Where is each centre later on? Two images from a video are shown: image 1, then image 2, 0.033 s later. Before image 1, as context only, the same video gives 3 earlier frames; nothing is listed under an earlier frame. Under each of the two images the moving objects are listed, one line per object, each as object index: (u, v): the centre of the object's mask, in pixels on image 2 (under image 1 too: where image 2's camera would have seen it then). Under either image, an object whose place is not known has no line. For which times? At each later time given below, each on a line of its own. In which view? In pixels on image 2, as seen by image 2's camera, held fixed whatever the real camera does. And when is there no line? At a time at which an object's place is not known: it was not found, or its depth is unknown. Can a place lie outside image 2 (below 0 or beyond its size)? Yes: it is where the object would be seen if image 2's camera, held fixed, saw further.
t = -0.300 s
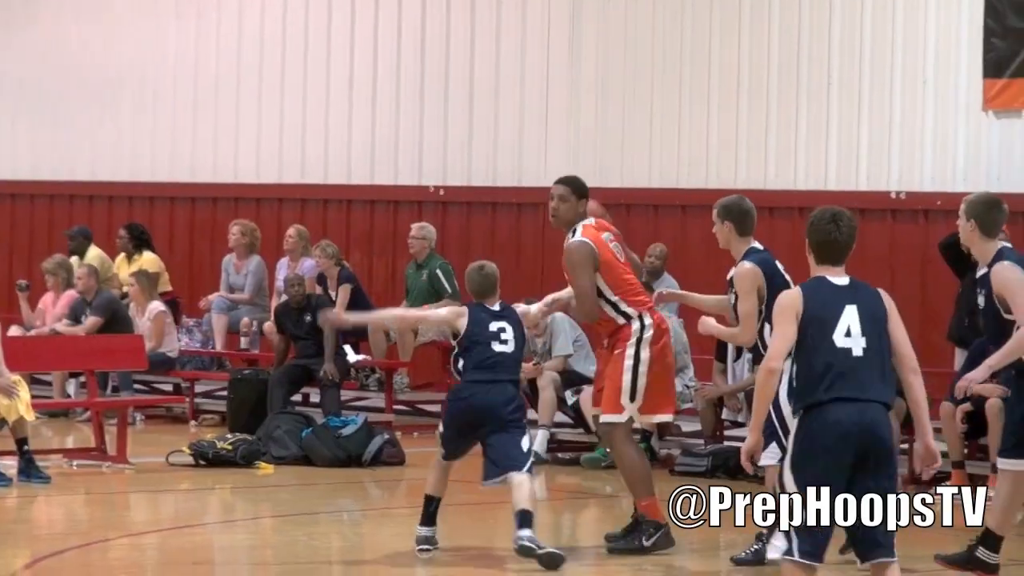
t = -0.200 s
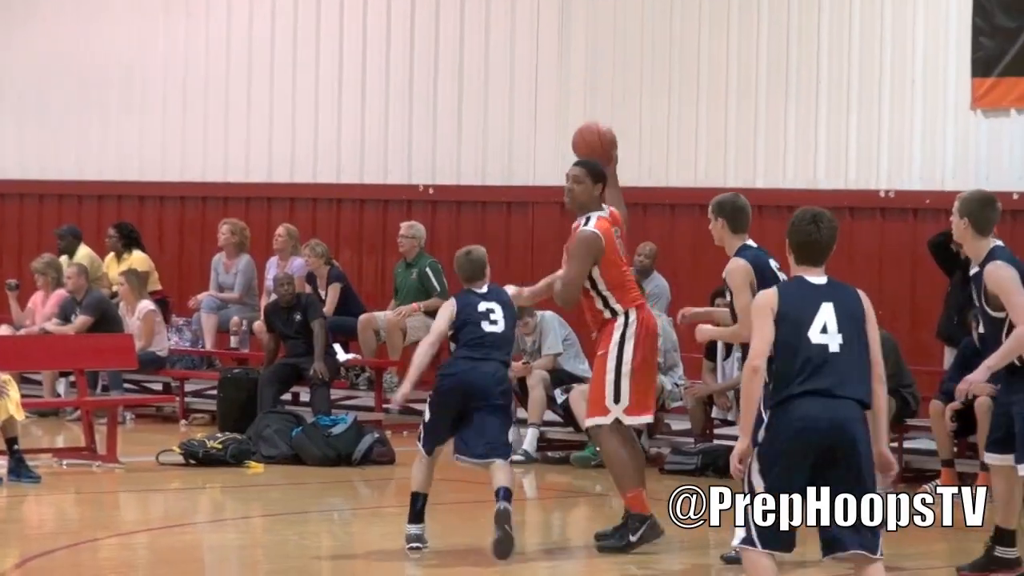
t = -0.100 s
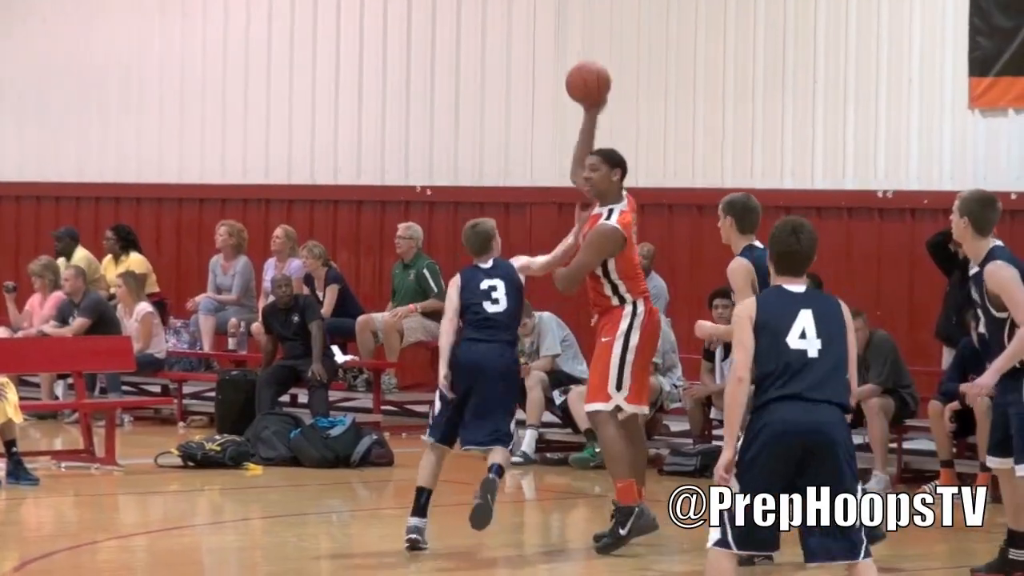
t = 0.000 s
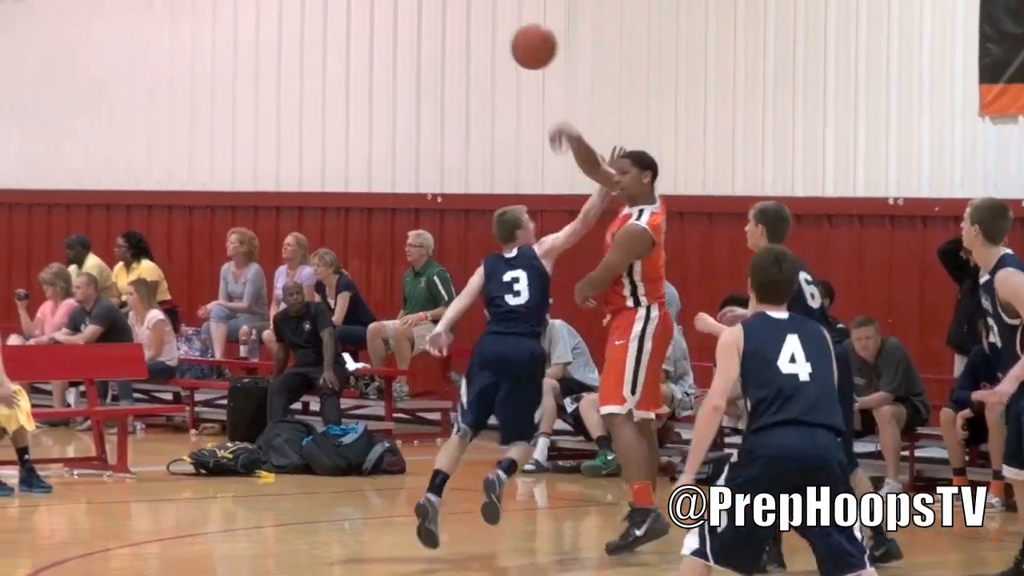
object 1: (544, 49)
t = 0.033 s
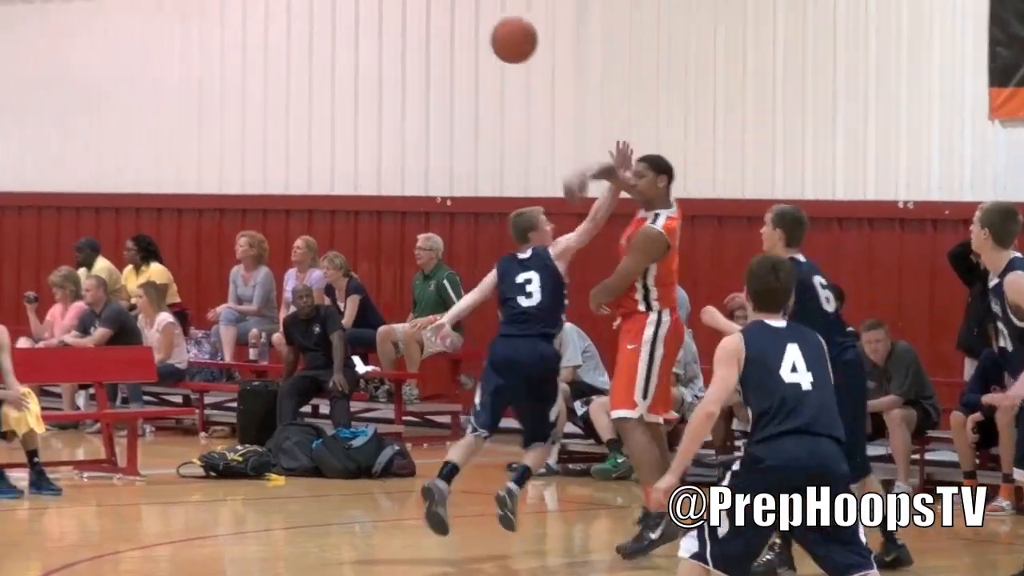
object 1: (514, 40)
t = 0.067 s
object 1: (484, 32)
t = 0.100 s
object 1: (453, 26)
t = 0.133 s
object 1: (422, 22)
